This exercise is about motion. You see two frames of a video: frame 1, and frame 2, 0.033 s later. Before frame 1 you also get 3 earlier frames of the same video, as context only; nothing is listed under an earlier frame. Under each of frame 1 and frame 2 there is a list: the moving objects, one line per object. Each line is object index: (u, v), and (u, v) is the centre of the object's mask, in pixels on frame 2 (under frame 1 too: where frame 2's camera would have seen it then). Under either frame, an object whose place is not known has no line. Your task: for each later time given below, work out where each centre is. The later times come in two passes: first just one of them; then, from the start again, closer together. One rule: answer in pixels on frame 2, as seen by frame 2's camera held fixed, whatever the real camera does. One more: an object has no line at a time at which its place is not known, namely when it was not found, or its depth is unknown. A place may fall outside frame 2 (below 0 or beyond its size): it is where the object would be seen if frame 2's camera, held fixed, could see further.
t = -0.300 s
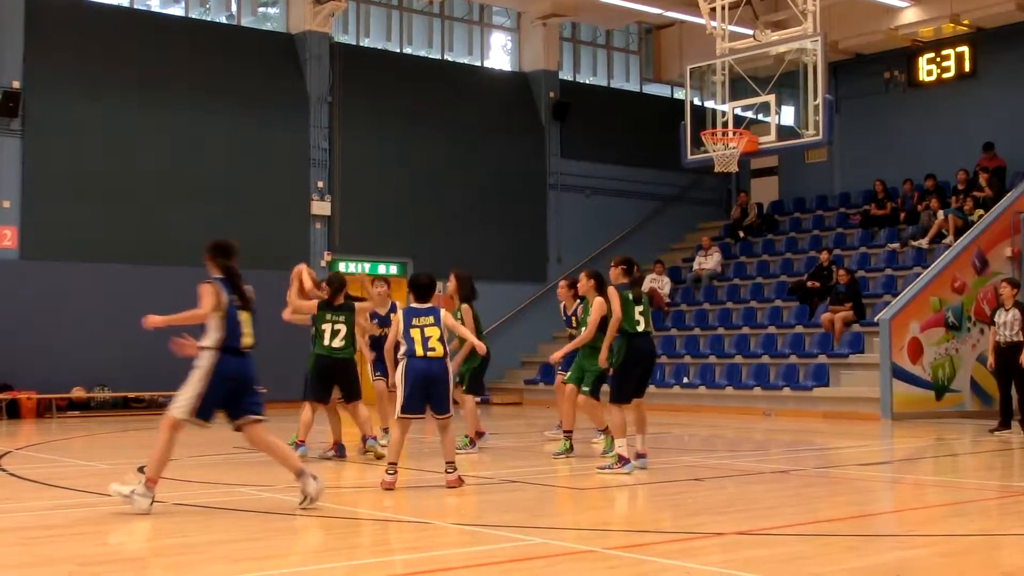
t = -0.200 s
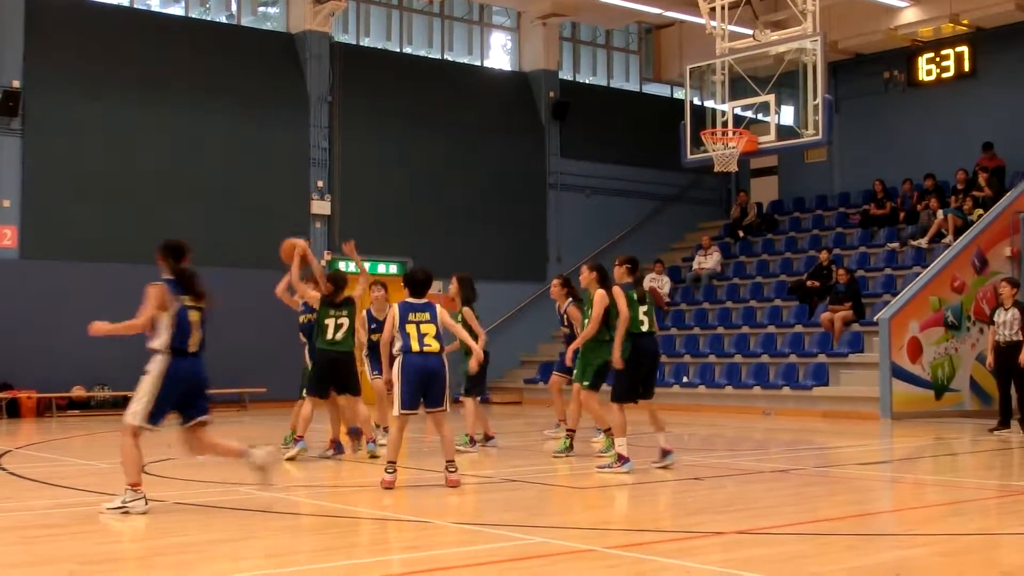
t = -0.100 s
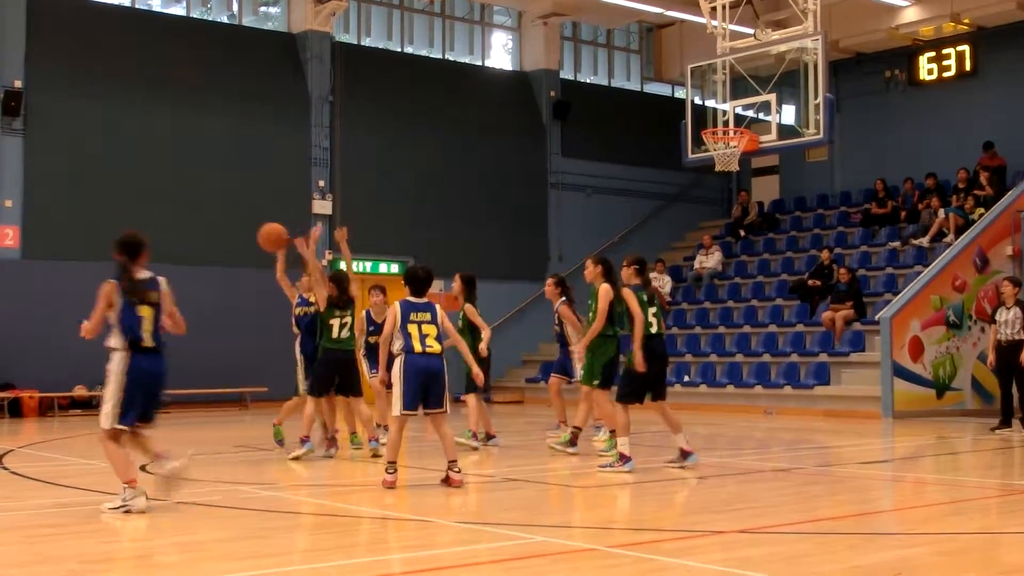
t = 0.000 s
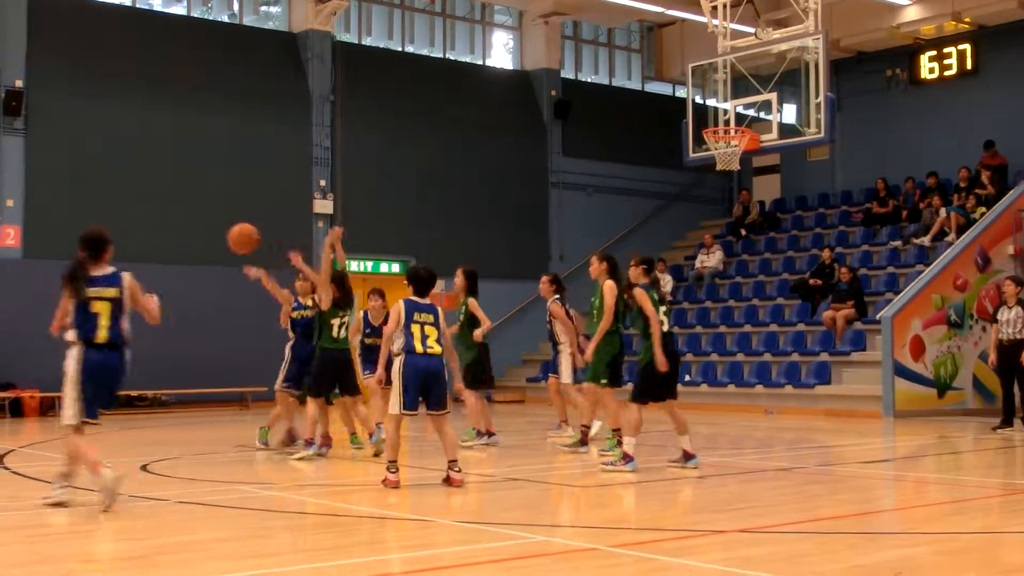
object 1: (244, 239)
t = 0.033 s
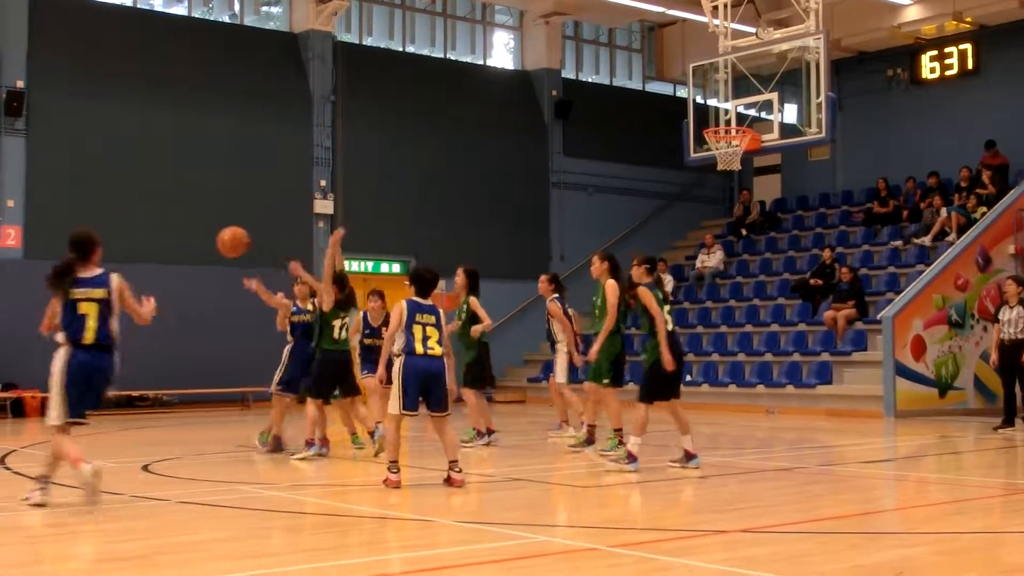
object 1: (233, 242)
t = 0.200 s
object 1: (174, 283)
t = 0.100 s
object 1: (211, 253)
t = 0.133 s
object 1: (200, 261)
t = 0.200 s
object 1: (174, 283)
